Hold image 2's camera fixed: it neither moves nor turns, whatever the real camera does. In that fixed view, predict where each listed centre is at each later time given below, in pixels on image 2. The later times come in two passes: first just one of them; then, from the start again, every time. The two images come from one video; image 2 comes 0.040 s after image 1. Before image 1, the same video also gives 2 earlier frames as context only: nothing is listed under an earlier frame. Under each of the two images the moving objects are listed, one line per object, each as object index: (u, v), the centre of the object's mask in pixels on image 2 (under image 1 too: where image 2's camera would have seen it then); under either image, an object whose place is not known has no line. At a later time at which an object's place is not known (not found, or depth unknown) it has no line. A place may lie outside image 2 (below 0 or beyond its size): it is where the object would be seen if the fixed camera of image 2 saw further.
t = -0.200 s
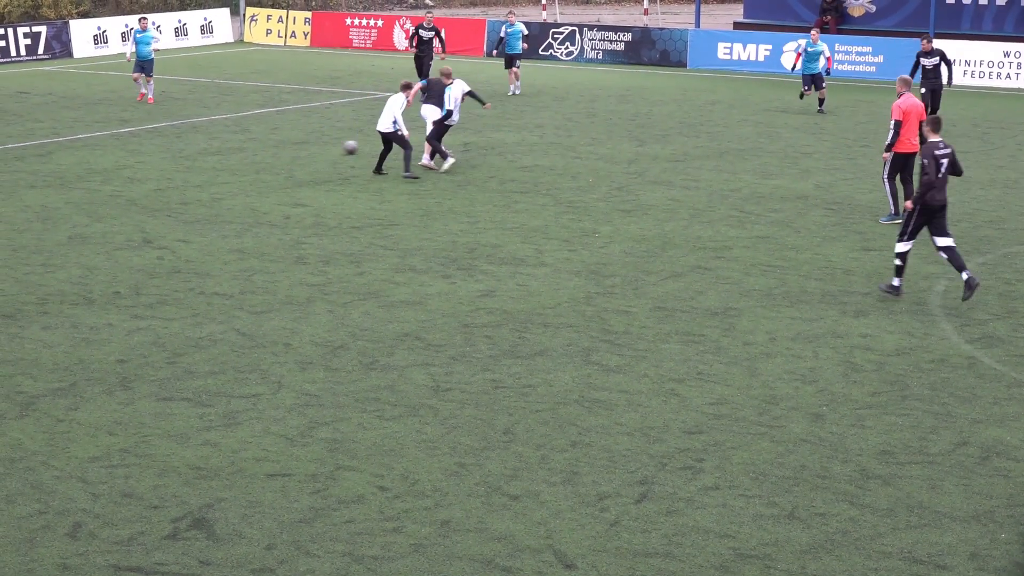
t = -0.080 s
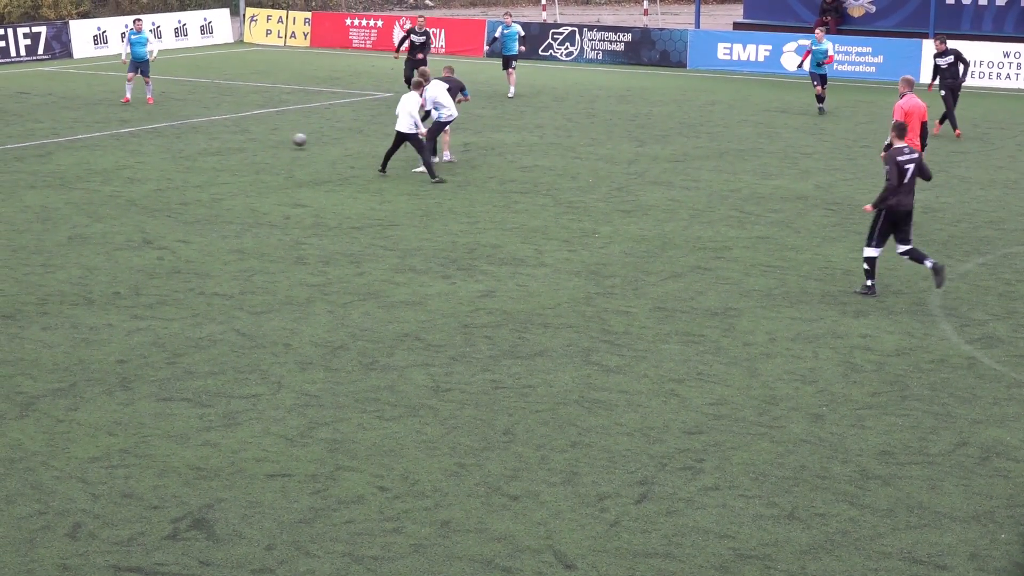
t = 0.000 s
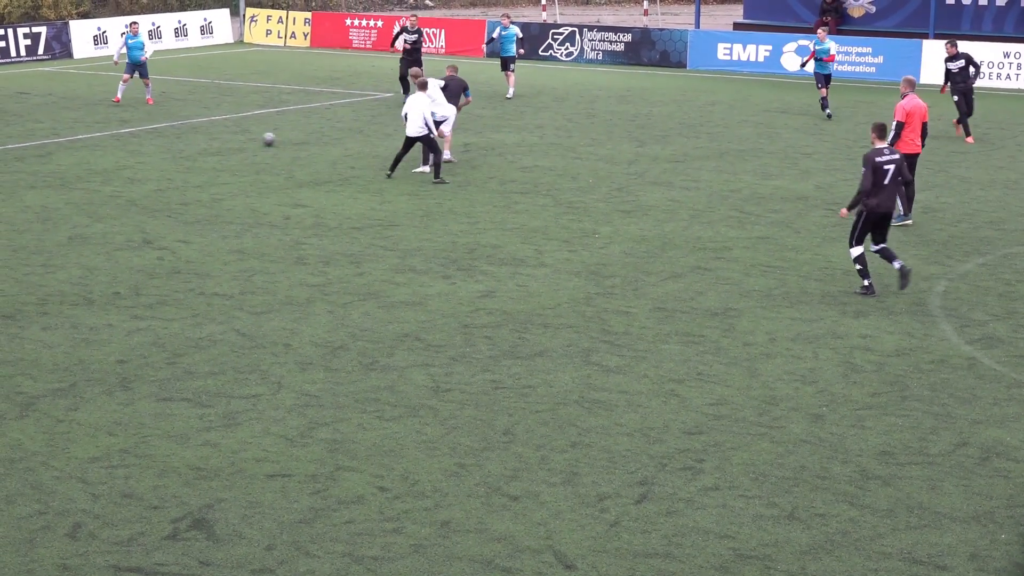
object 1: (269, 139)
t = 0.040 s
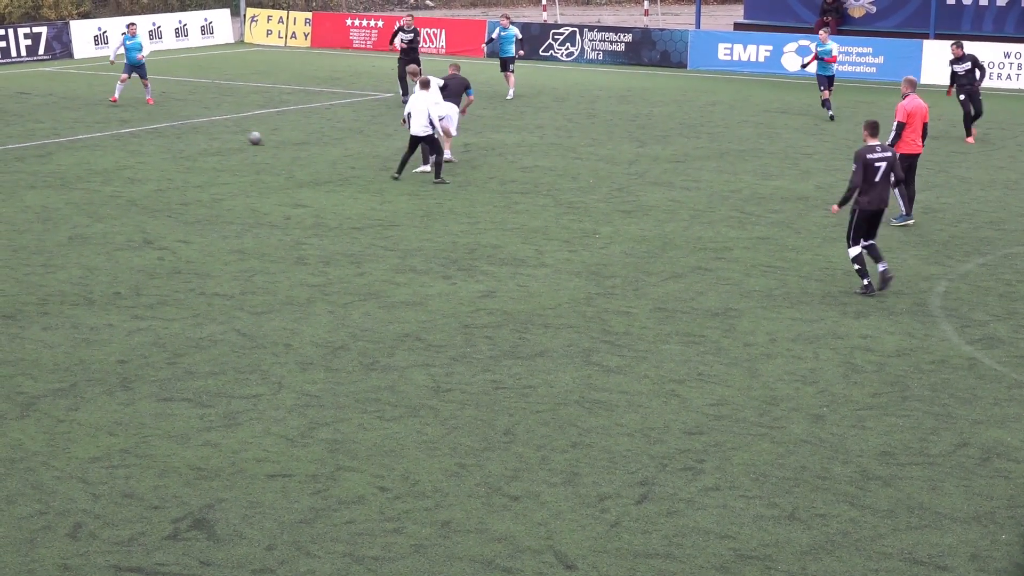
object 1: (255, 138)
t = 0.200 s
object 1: (214, 134)
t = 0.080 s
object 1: (243, 136)
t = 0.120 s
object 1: (232, 135)
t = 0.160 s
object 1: (222, 135)
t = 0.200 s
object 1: (214, 134)
